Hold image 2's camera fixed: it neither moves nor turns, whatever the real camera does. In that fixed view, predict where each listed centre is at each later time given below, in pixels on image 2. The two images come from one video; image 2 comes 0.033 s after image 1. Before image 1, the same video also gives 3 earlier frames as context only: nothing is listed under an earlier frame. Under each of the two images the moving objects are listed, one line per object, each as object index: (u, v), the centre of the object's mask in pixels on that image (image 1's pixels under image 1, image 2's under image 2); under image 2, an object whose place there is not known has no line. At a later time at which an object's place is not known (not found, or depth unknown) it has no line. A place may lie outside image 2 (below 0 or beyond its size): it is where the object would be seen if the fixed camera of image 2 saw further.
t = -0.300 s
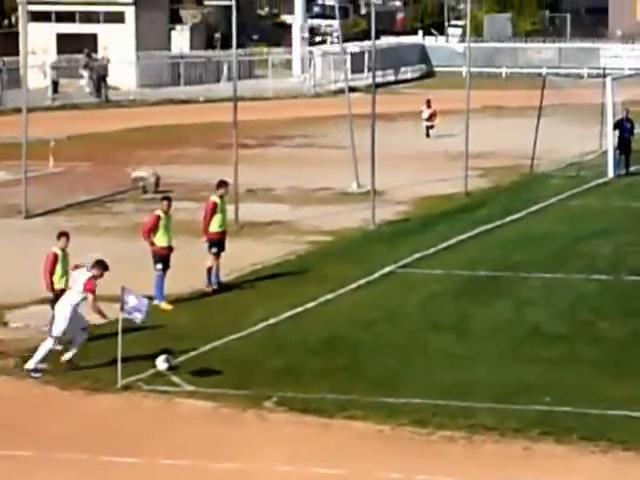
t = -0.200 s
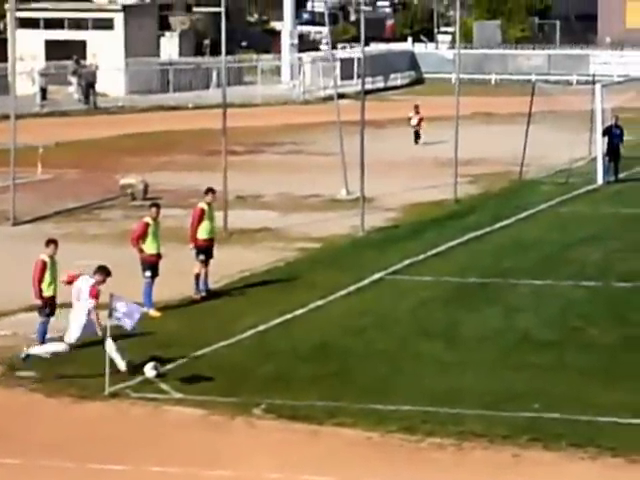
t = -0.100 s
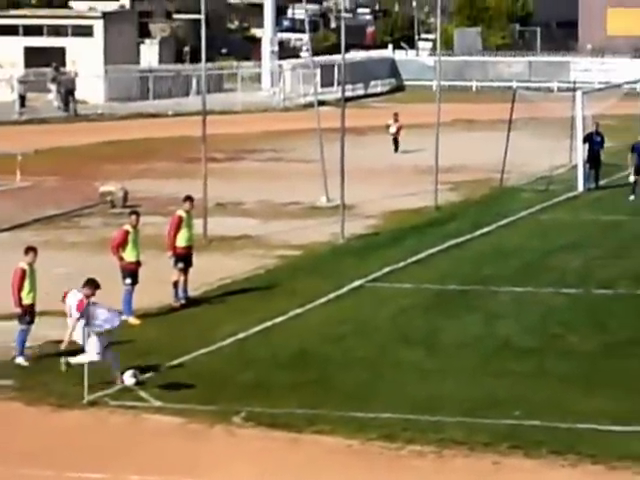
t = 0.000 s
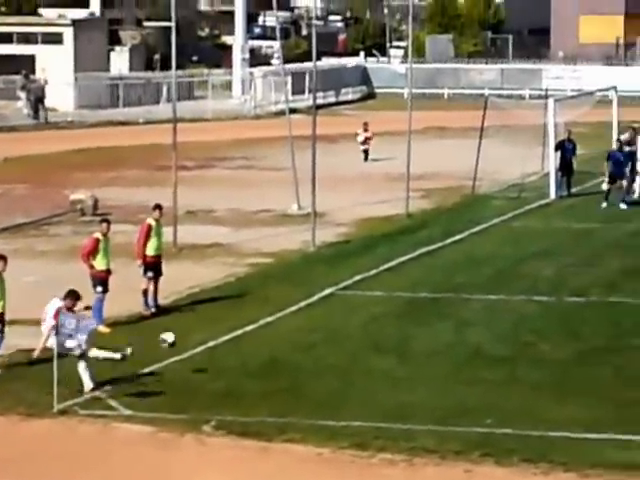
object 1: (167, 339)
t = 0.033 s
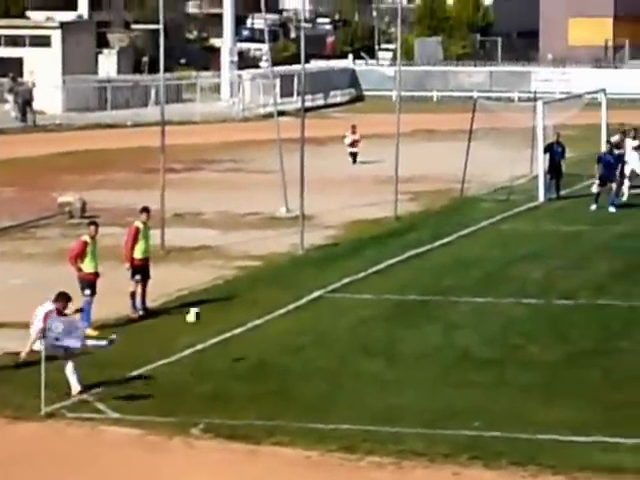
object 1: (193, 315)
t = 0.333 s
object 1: (438, 156)
